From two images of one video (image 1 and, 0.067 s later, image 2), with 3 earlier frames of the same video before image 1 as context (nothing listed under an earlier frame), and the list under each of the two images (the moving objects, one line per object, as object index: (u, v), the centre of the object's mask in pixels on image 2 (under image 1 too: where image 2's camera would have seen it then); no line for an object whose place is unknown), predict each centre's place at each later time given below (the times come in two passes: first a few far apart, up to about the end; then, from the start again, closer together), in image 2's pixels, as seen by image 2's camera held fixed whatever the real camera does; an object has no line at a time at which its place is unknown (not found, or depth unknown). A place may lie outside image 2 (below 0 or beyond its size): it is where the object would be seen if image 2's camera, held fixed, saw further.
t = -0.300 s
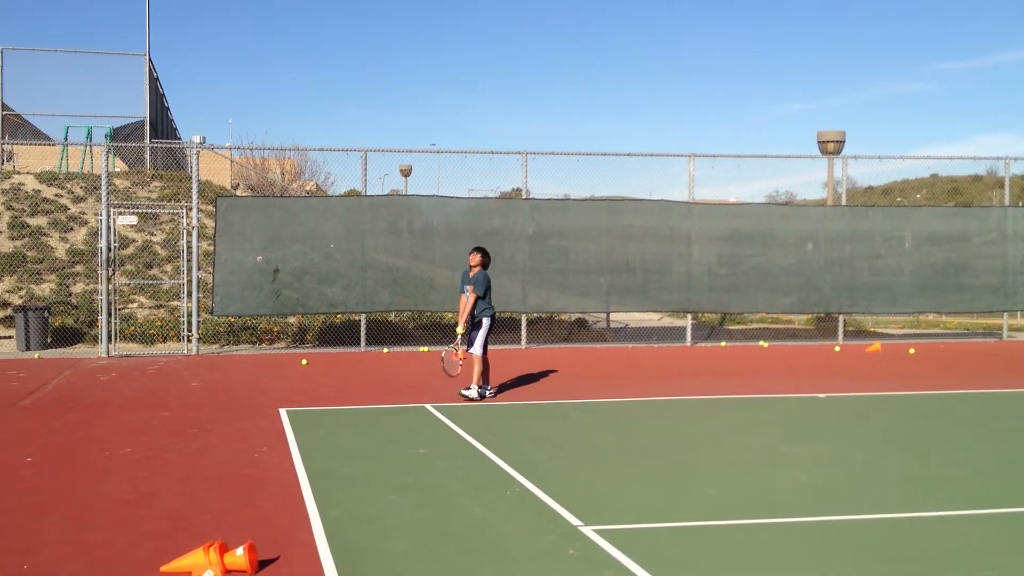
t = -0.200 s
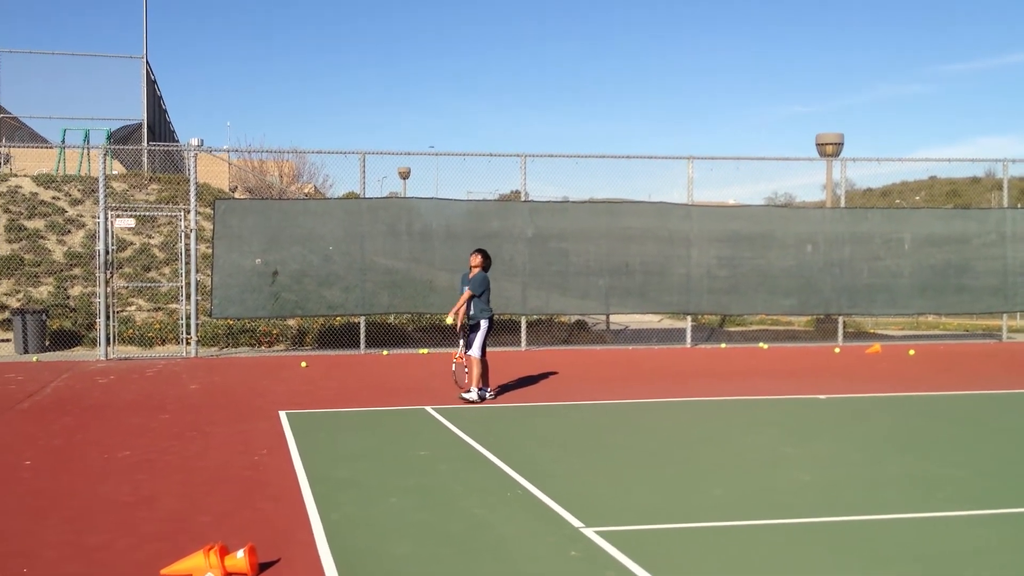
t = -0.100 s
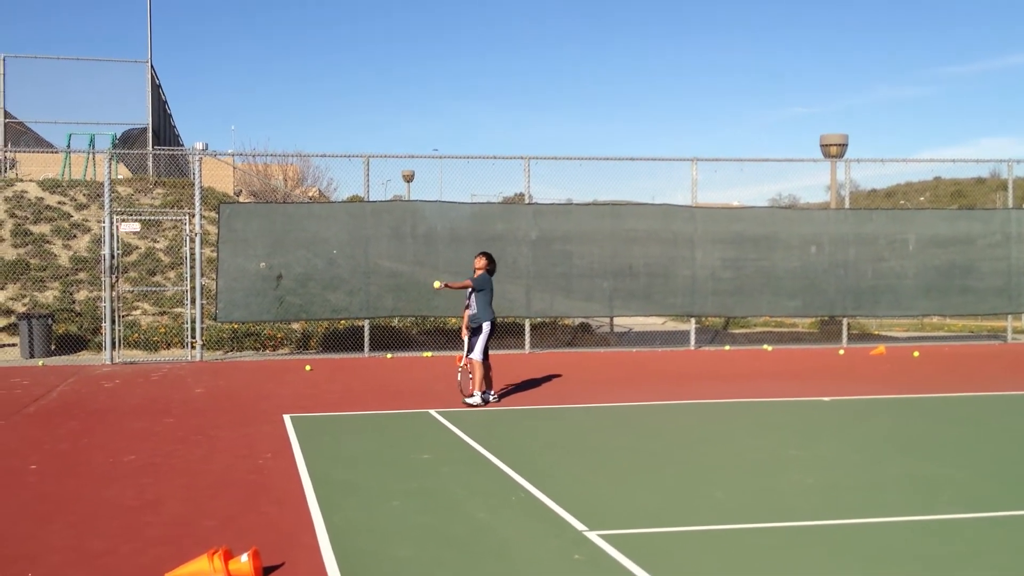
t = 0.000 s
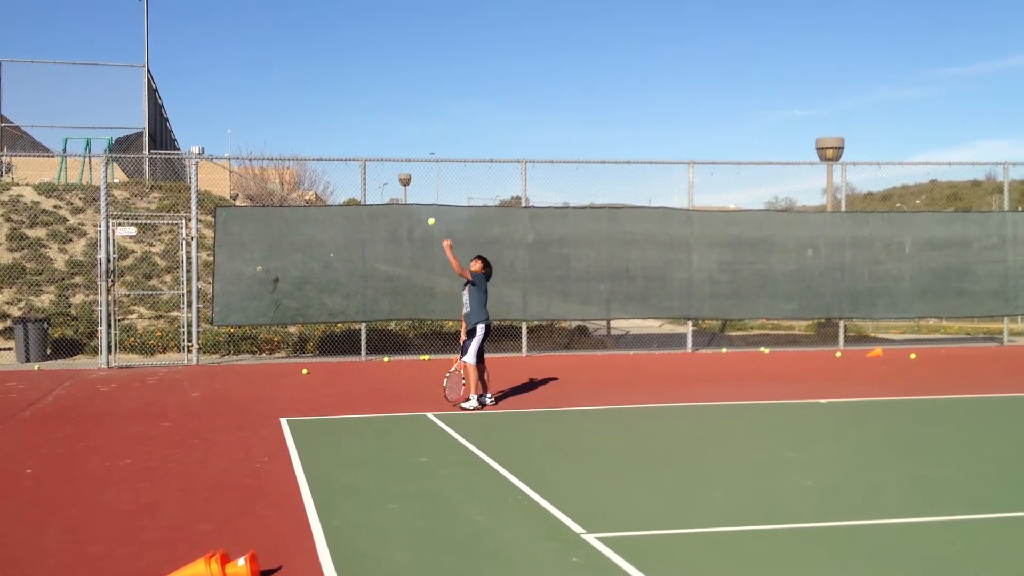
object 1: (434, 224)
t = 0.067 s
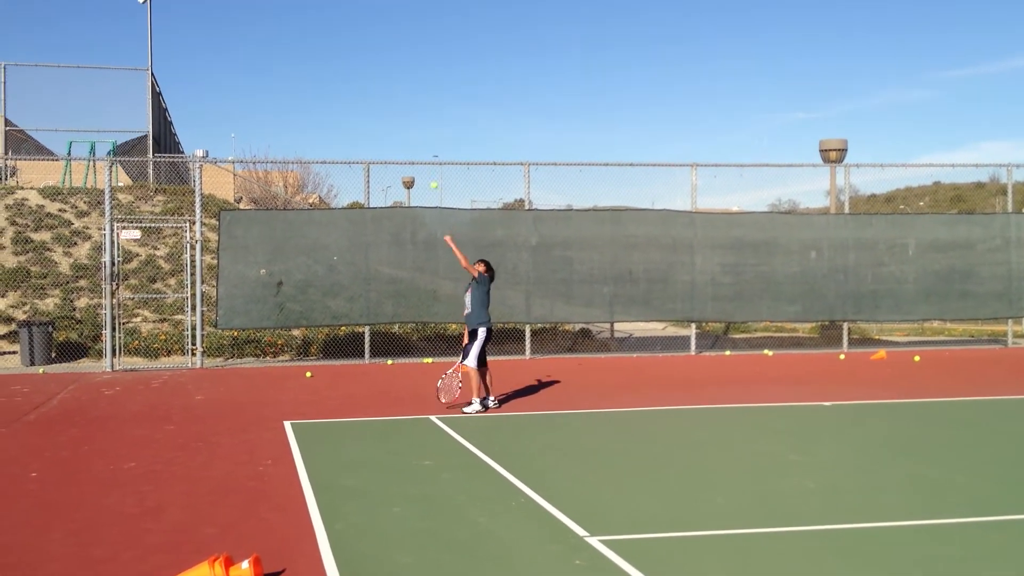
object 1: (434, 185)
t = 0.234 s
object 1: (432, 107)
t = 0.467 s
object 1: (429, 51)
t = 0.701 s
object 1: (423, 49)
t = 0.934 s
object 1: (418, 109)
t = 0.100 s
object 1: (433, 167)
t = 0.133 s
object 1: (433, 151)
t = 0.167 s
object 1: (432, 135)
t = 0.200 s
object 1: (432, 121)
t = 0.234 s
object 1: (432, 107)
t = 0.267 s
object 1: (431, 96)
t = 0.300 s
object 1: (430, 85)
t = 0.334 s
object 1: (430, 76)
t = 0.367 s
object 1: (430, 68)
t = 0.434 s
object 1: (429, 55)
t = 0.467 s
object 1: (429, 51)
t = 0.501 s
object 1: (428, 48)
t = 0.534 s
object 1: (427, 44)
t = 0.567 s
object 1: (426, 44)
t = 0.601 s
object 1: (425, 43)
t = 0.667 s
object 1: (423, 46)
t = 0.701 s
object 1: (423, 49)
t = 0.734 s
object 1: (423, 54)
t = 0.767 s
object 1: (422, 61)
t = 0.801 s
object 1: (422, 69)
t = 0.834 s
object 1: (421, 77)
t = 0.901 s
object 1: (419, 97)
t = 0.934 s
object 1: (418, 109)
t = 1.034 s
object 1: (416, 152)
